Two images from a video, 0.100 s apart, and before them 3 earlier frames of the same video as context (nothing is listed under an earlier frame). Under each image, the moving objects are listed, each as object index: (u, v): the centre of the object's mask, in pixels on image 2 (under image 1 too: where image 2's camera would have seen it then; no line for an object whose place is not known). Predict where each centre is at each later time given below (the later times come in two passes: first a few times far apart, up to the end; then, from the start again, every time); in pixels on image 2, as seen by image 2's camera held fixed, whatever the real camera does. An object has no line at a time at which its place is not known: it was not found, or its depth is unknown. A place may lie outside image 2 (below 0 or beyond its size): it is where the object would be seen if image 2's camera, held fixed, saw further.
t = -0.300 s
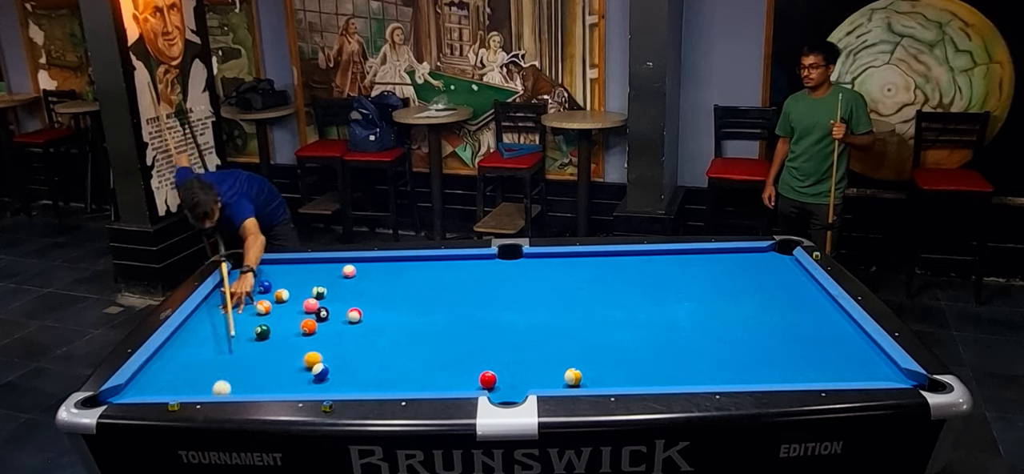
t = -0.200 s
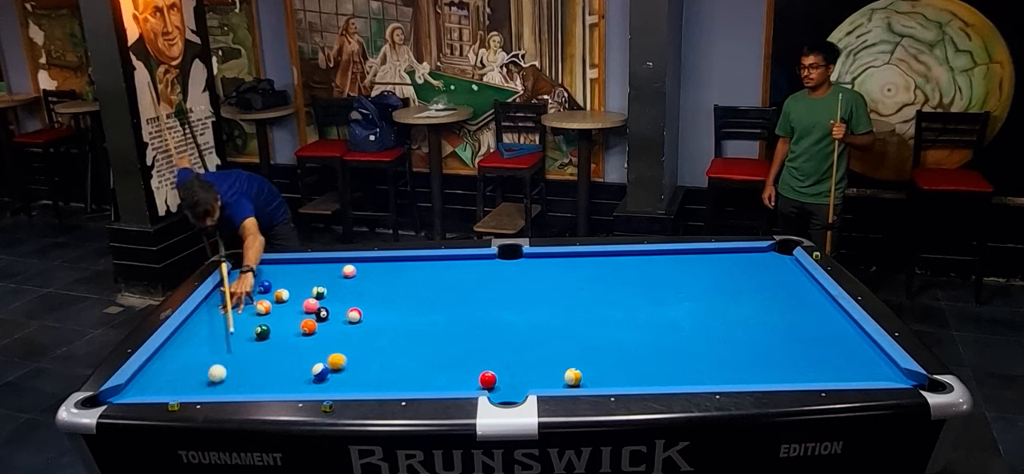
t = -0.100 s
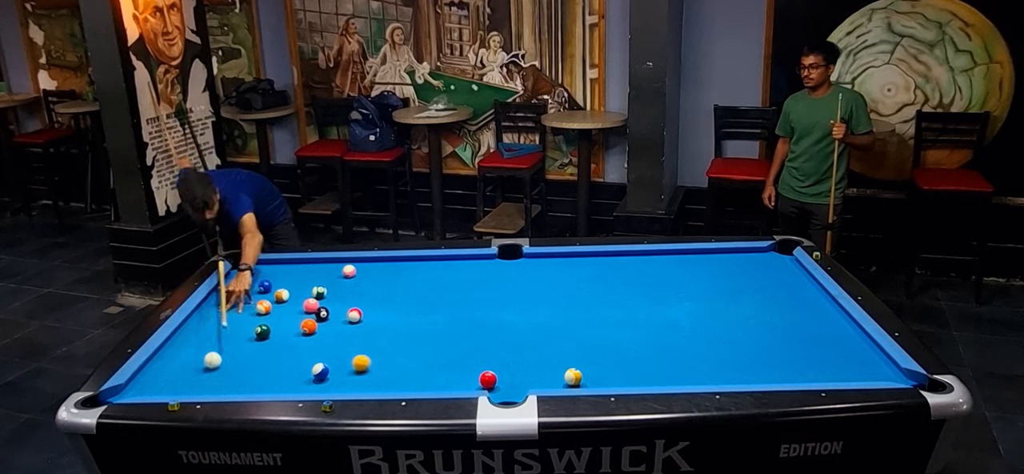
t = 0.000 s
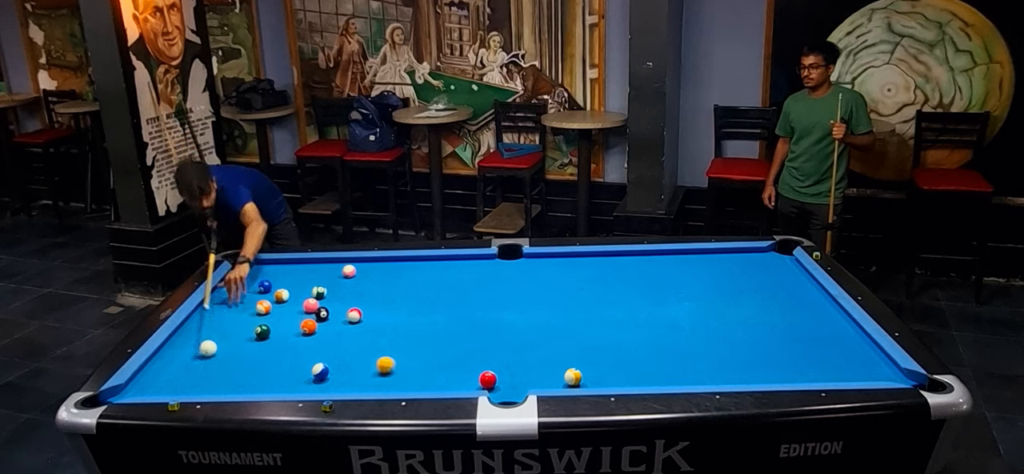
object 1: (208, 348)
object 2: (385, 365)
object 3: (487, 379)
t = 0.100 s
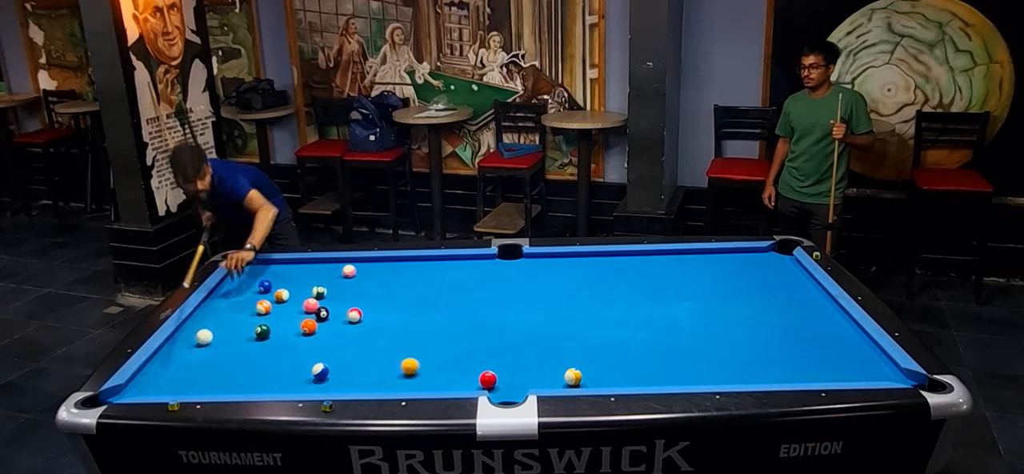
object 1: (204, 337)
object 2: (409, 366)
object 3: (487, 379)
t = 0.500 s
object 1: (216, 302)
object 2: (505, 370)
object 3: (489, 381)
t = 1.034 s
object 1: (271, 273)
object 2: (622, 364)
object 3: (496, 391)
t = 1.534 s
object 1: (305, 267)
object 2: (721, 360)
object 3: (498, 392)
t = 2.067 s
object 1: (330, 281)
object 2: (819, 355)
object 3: (498, 392)
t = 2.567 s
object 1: (354, 293)
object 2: (861, 353)
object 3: (498, 392)
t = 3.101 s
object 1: (379, 305)
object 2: (810, 354)
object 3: (498, 392)
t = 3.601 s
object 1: (400, 315)
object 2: (770, 355)
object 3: (498, 392)
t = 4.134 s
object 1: (421, 325)
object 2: (737, 356)
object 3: (498, 392)
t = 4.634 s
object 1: (438, 334)
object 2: (713, 358)
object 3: (498, 392)
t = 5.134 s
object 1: (451, 340)
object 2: (696, 358)
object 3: (498, 392)
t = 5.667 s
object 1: (460, 345)
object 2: (687, 357)
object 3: (498, 392)
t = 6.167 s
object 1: (465, 347)
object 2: (686, 357)
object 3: (498, 392)
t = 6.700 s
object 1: (465, 349)
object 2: (686, 357)
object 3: (498, 393)
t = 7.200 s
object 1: (465, 349)
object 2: (686, 356)
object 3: (498, 392)
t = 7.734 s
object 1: (465, 349)
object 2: (685, 356)
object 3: (498, 392)
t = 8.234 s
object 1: (465, 349)
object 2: (685, 356)
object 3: (498, 392)
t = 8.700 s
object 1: (465, 349)
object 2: (685, 356)
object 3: (498, 392)
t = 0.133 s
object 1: (202, 333)
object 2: (417, 367)
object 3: (488, 379)
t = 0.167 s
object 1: (201, 330)
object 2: (425, 367)
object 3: (487, 379)
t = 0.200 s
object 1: (200, 327)
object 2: (434, 368)
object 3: (487, 379)
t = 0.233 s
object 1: (199, 323)
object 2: (442, 368)
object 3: (488, 379)
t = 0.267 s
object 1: (198, 320)
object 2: (450, 369)
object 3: (488, 379)
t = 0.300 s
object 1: (197, 317)
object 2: (458, 369)
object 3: (488, 379)
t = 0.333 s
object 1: (196, 313)
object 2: (466, 370)
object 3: (488, 379)
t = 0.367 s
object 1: (200, 311)
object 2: (474, 370)
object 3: (488, 379)
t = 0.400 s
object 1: (204, 309)
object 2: (481, 369)
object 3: (488, 380)
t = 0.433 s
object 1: (208, 307)
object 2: (490, 367)
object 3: (488, 380)
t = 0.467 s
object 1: (212, 305)
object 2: (498, 369)
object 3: (488, 381)
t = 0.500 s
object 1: (216, 302)
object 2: (505, 370)
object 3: (489, 381)
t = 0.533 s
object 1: (220, 300)
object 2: (513, 370)
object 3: (489, 382)
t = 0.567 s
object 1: (224, 298)
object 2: (520, 369)
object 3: (489, 383)
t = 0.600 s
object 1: (227, 296)
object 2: (528, 369)
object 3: (490, 384)
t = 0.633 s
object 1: (231, 294)
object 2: (535, 369)
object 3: (491, 385)
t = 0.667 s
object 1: (235, 292)
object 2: (543, 368)
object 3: (491, 386)
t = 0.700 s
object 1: (238, 290)
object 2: (550, 368)
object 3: (492, 386)
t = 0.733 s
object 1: (242, 288)
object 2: (557, 367)
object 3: (492, 386)
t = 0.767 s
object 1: (245, 287)
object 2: (564, 366)
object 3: (492, 387)
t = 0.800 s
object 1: (248, 285)
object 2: (572, 364)
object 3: (492, 388)
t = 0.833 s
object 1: (252, 283)
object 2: (580, 365)
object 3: (493, 388)
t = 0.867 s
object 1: (255, 281)
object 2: (587, 366)
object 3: (494, 389)
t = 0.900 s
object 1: (258, 278)
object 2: (593, 366)
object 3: (494, 389)
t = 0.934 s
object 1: (261, 276)
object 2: (601, 365)
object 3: (494, 389)
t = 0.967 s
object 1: (265, 275)
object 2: (608, 365)
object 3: (495, 390)
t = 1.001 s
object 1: (268, 274)
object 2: (615, 365)
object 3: (496, 391)
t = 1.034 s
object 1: (271, 273)
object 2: (622, 364)
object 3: (496, 391)
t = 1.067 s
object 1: (274, 271)
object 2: (629, 364)
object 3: (496, 391)
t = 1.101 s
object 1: (277, 269)
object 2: (635, 364)
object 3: (497, 391)
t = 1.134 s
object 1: (280, 268)
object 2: (642, 363)
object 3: (497, 391)
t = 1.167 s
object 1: (283, 266)
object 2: (649, 363)
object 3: (497, 391)
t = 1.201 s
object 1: (286, 265)
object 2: (656, 363)
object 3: (497, 391)
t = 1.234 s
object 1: (289, 263)
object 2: (663, 362)
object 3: (498, 391)
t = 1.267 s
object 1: (291, 262)
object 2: (669, 362)
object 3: (498, 392)
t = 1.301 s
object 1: (293, 262)
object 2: (676, 362)
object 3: (498, 392)
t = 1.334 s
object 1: (295, 262)
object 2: (683, 361)
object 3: (498, 392)
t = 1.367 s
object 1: (297, 263)
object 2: (689, 361)
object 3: (498, 392)
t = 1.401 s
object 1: (298, 264)
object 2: (696, 361)
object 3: (498, 393)
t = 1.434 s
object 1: (300, 265)
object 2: (702, 360)
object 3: (498, 393)
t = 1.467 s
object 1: (301, 266)
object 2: (709, 360)
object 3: (498, 393)
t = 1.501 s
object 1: (303, 267)
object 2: (715, 360)
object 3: (498, 393)
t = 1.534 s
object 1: (305, 267)
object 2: (721, 360)
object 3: (498, 392)
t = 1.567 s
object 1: (306, 268)
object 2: (728, 360)
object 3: (498, 393)
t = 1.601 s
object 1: (308, 269)
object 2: (734, 359)
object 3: (498, 392)
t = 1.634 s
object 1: (309, 270)
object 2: (740, 359)
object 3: (498, 392)
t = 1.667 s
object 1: (311, 271)
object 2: (747, 359)
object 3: (498, 392)
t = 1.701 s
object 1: (312, 272)
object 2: (753, 358)
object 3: (498, 392)
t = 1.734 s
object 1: (314, 273)
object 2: (759, 358)
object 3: (498, 392)
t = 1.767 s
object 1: (316, 273)
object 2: (765, 358)
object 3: (498, 392)
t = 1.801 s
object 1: (317, 274)
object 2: (771, 357)
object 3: (498, 392)
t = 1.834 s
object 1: (319, 275)
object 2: (777, 357)
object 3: (498, 392)
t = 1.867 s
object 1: (320, 276)
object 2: (784, 357)
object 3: (498, 392)
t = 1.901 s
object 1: (322, 277)
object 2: (789, 357)
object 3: (498, 392)
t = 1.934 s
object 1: (324, 277)
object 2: (795, 356)
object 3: (498, 392)
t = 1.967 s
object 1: (325, 278)
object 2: (801, 356)
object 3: (498, 392)
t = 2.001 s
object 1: (327, 279)
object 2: (807, 356)
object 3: (498, 392)
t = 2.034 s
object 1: (329, 280)
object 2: (813, 355)
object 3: (498, 392)
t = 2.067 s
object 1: (330, 281)
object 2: (819, 355)
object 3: (498, 392)
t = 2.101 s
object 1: (331, 281)
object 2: (824, 355)
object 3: (498, 392)
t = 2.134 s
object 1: (333, 282)
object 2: (830, 355)
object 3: (498, 392)
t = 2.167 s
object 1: (335, 283)
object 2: (835, 354)
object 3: (498, 392)
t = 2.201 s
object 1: (336, 284)
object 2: (841, 354)
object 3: (498, 392)
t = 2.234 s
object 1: (338, 285)
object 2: (847, 354)
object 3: (498, 392)
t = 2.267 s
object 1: (339, 286)
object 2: (852, 353)
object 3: (498, 392)
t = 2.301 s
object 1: (341, 286)
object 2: (858, 353)
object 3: (498, 392)
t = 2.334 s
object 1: (343, 287)
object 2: (863, 353)
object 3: (498, 392)
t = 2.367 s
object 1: (344, 288)
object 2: (869, 353)
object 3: (498, 392)
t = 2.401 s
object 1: (346, 289)
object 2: (874, 352)
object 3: (498, 392)
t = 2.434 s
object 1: (347, 290)
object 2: (875, 352)
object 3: (498, 392)
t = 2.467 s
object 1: (349, 290)
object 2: (871, 352)
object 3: (498, 392)
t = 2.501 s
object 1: (350, 291)
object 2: (868, 352)
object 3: (498, 392)
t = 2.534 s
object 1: (352, 292)
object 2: (864, 352)
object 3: (498, 392)
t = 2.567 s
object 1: (354, 293)
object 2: (861, 353)
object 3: (498, 392)
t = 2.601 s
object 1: (355, 293)
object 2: (857, 353)
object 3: (498, 392)
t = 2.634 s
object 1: (357, 294)
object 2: (854, 353)
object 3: (498, 392)
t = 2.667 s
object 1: (359, 295)
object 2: (851, 353)
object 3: (498, 392)
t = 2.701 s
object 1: (360, 296)
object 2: (847, 353)
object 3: (498, 392)
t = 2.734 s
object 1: (362, 297)
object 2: (844, 353)
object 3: (498, 392)
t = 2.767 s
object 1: (363, 297)
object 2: (841, 353)
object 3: (498, 392)
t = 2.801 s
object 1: (365, 298)
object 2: (838, 353)
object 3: (498, 392)
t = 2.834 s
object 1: (366, 299)
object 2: (834, 353)
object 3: (498, 392)
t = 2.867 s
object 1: (368, 300)
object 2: (831, 353)
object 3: (498, 392)
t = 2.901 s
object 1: (369, 300)
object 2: (828, 353)
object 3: (498, 392)
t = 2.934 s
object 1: (371, 301)
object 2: (825, 353)
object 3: (498, 392)
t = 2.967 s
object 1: (372, 302)
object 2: (822, 354)
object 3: (498, 392)
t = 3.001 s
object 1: (374, 303)
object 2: (819, 354)
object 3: (498, 392)
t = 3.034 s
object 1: (375, 303)
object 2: (816, 354)
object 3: (498, 392)
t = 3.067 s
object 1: (377, 304)
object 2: (813, 354)
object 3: (498, 392)
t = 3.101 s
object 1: (379, 305)
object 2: (810, 354)
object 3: (498, 392)
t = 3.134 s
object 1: (380, 306)
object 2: (807, 354)
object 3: (498, 392)
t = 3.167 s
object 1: (382, 306)
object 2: (804, 354)
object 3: (498, 392)
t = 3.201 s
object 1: (383, 307)
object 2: (802, 354)
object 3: (498, 392)
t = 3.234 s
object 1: (385, 308)
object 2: (799, 354)
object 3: (498, 392)
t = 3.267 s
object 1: (386, 308)
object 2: (796, 354)
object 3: (498, 392)
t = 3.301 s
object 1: (388, 309)
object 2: (793, 354)
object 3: (498, 392)
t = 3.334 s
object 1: (389, 310)
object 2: (790, 354)
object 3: (498, 392)
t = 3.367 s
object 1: (391, 311)
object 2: (788, 354)
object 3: (498, 392)
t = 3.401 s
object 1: (392, 311)
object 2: (785, 354)
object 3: (498, 392)
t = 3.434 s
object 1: (394, 312)
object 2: (783, 355)
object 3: (498, 392)
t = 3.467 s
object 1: (395, 313)
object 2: (780, 355)
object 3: (498, 392)
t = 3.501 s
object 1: (396, 313)
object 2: (778, 355)
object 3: (498, 392)
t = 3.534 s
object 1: (398, 314)
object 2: (775, 355)
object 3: (498, 392)
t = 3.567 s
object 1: (399, 315)
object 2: (773, 355)
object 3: (498, 392)
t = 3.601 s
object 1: (400, 315)
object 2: (770, 355)
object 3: (498, 392)
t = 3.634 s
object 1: (402, 316)
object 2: (768, 355)
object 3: (498, 392)
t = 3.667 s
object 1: (403, 317)
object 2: (766, 355)
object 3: (498, 392)
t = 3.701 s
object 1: (405, 317)
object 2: (763, 355)
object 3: (498, 392)
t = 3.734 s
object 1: (406, 318)
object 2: (761, 355)
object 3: (498, 392)
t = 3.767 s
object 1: (407, 319)
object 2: (759, 355)
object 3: (498, 392)
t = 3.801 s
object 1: (409, 319)
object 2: (757, 355)
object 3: (498, 392)
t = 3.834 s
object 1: (410, 320)
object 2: (754, 355)
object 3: (498, 392)
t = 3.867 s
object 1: (411, 321)
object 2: (752, 355)
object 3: (498, 392)
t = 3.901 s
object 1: (413, 321)
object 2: (750, 355)
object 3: (498, 392)
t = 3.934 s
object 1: (414, 322)
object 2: (748, 356)
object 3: (498, 392)
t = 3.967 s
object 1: (415, 322)
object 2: (746, 356)
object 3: (498, 392)
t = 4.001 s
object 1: (416, 323)
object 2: (744, 356)
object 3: (498, 392)
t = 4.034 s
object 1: (417, 324)
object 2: (742, 356)
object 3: (498, 392)
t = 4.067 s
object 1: (419, 324)
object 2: (741, 356)
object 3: (498, 392)
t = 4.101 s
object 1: (420, 325)
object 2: (739, 356)
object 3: (498, 392)
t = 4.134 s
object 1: (421, 325)
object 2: (737, 356)
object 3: (498, 392)
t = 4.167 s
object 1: (422, 326)
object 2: (735, 356)
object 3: (498, 392)
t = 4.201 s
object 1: (424, 327)
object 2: (733, 356)
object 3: (498, 392)
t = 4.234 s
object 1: (425, 327)
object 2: (731, 357)
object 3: (498, 392)
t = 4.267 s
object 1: (426, 328)
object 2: (730, 357)
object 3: (498, 392)
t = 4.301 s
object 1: (427, 328)
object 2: (728, 357)
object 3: (498, 392)
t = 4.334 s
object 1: (428, 329)
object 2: (726, 357)
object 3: (498, 392)
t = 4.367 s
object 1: (429, 330)
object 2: (725, 357)
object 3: (498, 392)
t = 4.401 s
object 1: (430, 330)
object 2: (723, 357)
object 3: (498, 392)
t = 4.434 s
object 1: (431, 331)
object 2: (722, 357)
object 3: (498, 392)
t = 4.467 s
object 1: (433, 331)
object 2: (720, 357)
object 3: (498, 392)
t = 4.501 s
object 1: (434, 332)
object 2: (718, 357)
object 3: (498, 392)
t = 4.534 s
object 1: (435, 332)
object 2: (717, 357)
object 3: (498, 392)
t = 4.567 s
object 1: (436, 332)
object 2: (716, 357)
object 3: (498, 392)
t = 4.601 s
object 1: (437, 333)
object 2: (714, 358)
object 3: (498, 392)
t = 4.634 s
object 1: (438, 334)
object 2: (713, 358)
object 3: (498, 392)
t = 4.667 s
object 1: (439, 334)
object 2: (712, 358)
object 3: (498, 392)
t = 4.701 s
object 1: (440, 334)
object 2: (710, 358)
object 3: (498, 392)
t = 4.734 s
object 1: (441, 335)
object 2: (709, 358)
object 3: (498, 392)
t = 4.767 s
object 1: (442, 335)
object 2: (708, 358)
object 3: (498, 392)
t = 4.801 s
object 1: (442, 336)
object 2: (707, 358)
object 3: (498, 392)
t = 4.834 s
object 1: (443, 336)
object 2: (705, 358)
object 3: (498, 392)
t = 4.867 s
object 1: (444, 337)
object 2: (704, 358)
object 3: (498, 392)
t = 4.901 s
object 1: (445, 337)
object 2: (703, 358)
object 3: (498, 392)
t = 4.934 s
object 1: (446, 337)
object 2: (702, 358)
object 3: (498, 392)
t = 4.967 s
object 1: (447, 338)
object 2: (701, 358)
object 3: (498, 392)
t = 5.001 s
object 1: (448, 338)
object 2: (700, 358)
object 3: (498, 392)
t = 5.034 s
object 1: (449, 339)
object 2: (699, 358)
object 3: (498, 392)
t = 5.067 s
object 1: (449, 339)
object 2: (698, 358)
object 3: (498, 392)
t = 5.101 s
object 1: (450, 339)
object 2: (697, 358)
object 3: (498, 392)
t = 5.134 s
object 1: (451, 340)
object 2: (696, 358)
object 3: (498, 392)
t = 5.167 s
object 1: (452, 340)
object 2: (696, 358)
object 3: (498, 392)
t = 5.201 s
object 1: (453, 341)
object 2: (695, 358)
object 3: (498, 392)
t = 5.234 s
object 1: (453, 341)
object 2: (694, 358)
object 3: (498, 392)
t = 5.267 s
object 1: (454, 341)
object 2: (693, 358)
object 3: (498, 392)
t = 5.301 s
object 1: (455, 341)
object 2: (693, 358)
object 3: (498, 392)
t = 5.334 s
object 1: (455, 342)
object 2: (692, 358)
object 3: (498, 392)
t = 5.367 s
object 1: (456, 342)
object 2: (691, 358)
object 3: (498, 392)
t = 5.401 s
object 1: (456, 343)
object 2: (691, 358)
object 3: (498, 392)
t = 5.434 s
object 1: (457, 343)
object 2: (690, 358)
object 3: (498, 392)
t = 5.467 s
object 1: (457, 343)
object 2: (690, 358)
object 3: (498, 392)
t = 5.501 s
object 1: (458, 344)
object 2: (689, 358)
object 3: (498, 392)
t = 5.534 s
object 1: (459, 344)
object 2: (689, 358)
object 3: (498, 392)
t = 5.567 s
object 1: (459, 344)
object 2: (688, 358)
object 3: (498, 392)
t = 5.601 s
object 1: (459, 344)
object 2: (688, 358)
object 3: (498, 392)
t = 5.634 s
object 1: (460, 345)
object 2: (688, 357)
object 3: (498, 392)
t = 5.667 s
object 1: (460, 345)
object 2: (687, 357)
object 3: (498, 392)
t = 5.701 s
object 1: (461, 345)
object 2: (687, 358)
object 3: (498, 392)
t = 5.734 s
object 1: (461, 345)
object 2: (687, 358)
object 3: (498, 392)
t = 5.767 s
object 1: (462, 346)
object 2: (687, 357)
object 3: (498, 392)
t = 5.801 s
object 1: (462, 346)
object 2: (686, 357)
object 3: (498, 392)
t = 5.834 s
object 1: (463, 346)
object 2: (686, 357)
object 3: (498, 392)
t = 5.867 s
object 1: (463, 346)
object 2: (686, 357)
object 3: (498, 392)
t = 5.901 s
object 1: (463, 346)
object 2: (686, 357)
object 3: (498, 392)
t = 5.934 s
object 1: (464, 346)
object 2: (686, 357)
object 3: (498, 392)
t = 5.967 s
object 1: (464, 347)
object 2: (686, 357)
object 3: (498, 392)
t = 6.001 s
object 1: (464, 347)
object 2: (686, 357)
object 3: (498, 392)
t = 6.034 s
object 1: (465, 347)
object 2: (686, 357)
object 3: (498, 392)
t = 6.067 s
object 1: (465, 347)
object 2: (686, 357)
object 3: (498, 392)
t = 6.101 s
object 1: (465, 347)
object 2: (686, 357)
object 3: (498, 392)
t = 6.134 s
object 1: (465, 347)
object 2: (686, 357)
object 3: (498, 392)
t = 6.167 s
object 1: (465, 347)
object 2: (686, 357)
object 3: (498, 392)
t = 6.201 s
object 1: (465, 348)
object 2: (686, 357)
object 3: (498, 392)
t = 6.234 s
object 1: (465, 348)
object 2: (686, 357)
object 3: (498, 392)
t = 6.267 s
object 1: (465, 348)
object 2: (686, 357)
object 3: (498, 392)
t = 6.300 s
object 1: (465, 348)
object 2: (686, 357)
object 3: (498, 392)
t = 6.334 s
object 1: (465, 348)
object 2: (686, 357)
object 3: (498, 392)
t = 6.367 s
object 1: (465, 348)
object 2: (686, 357)
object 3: (498, 392)
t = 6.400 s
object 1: (465, 348)
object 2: (686, 357)
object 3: (498, 392)
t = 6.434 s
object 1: (465, 348)
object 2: (686, 357)
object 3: (498, 392)
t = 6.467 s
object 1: (465, 348)
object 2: (686, 357)
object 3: (498, 392)
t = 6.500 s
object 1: (465, 348)
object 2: (686, 357)
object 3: (498, 392)
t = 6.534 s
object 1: (465, 348)
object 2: (686, 357)
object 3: (498, 392)
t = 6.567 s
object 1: (465, 348)
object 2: (686, 357)
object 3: (498, 392)
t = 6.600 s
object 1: (465, 348)
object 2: (686, 357)
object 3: (498, 392)
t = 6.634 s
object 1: (465, 348)
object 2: (686, 357)
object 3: (498, 392)
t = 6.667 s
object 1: (465, 349)
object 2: (686, 357)
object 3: (498, 392)
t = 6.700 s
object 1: (465, 349)
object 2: (686, 357)
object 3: (498, 393)
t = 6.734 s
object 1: (465, 349)
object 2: (686, 357)
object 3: (498, 392)
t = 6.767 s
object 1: (465, 349)
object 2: (686, 357)
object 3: (498, 392)
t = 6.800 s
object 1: (465, 349)
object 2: (686, 356)
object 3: (498, 392)
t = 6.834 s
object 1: (465, 349)
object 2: (686, 356)
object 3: (498, 392)
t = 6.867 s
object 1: (465, 349)
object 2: (686, 356)
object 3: (498, 392)
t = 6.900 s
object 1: (465, 349)
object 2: (686, 356)
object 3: (498, 392)
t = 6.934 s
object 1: (465, 349)
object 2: (686, 356)
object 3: (498, 392)
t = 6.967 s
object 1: (465, 349)
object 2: (686, 356)
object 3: (498, 392)
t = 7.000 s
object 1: (465, 349)
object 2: (686, 356)
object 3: (498, 392)
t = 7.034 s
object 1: (465, 349)
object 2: (686, 356)
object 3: (498, 392)
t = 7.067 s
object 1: (465, 349)
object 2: (686, 356)
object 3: (498, 392)
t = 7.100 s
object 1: (465, 349)
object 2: (685, 357)
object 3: (498, 392)
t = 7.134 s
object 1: (465, 349)
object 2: (686, 356)
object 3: (498, 392)
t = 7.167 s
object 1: (465, 349)
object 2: (685, 356)
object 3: (498, 392)
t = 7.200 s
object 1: (465, 349)
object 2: (686, 356)
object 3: (498, 392)
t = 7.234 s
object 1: (465, 349)
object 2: (685, 356)
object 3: (498, 392)
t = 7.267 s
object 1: (465, 349)
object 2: (685, 356)
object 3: (498, 392)
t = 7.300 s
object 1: (465, 349)
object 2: (685, 356)
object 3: (498, 392)
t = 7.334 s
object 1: (465, 349)
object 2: (685, 356)
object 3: (498, 392)
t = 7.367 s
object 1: (465, 349)
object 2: (685, 356)
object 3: (498, 392)
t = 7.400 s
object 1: (465, 349)
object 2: (685, 356)
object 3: (498, 392)
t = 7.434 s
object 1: (465, 349)
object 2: (685, 356)
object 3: (498, 392)
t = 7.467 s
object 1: (465, 349)
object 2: (685, 356)
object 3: (498, 392)
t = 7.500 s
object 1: (465, 349)
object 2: (685, 356)
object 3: (498, 392)
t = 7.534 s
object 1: (465, 349)
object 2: (685, 356)
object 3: (498, 392)
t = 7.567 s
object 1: (465, 349)
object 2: (685, 356)
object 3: (498, 392)
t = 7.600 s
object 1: (465, 349)
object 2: (685, 356)
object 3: (498, 392)
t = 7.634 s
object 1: (465, 349)
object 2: (685, 356)
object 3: (498, 392)
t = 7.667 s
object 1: (465, 349)
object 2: (685, 356)
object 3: (498, 392)
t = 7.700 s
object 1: (465, 349)
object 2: (685, 356)
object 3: (498, 392)
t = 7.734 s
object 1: (465, 349)
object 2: (685, 356)
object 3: (498, 392)
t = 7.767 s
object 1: (465, 349)
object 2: (685, 356)
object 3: (498, 392)
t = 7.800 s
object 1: (465, 349)
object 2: (685, 356)
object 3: (498, 392)
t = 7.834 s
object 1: (465, 349)
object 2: (685, 356)
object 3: (498, 392)
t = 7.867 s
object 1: (465, 349)
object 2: (685, 356)
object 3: (498, 392)
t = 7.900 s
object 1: (465, 349)
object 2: (685, 356)
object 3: (498, 392)
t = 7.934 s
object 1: (465, 349)
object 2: (685, 356)
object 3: (498, 392)
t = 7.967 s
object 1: (465, 349)
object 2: (685, 356)
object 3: (498, 392)
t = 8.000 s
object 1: (465, 349)
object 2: (685, 356)
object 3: (498, 392)
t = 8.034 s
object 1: (465, 349)
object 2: (685, 356)
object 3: (498, 392)
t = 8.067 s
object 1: (465, 349)
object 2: (685, 356)
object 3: (498, 392)
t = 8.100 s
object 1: (465, 349)
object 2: (685, 356)
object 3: (498, 392)
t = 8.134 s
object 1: (465, 349)
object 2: (685, 356)
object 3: (498, 392)
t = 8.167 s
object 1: (465, 349)
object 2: (685, 356)
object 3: (498, 392)
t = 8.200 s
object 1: (465, 349)
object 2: (685, 356)
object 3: (498, 392)
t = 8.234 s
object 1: (465, 349)
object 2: (685, 356)
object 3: (498, 392)
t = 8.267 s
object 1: (465, 349)
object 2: (685, 356)
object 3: (498, 392)
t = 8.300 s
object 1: (465, 349)
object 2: (685, 356)
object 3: (498, 392)
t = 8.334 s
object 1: (465, 349)
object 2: (686, 356)
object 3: (498, 392)
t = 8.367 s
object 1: (465, 349)
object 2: (686, 356)
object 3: (498, 392)
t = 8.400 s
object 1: (465, 349)
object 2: (685, 356)
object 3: (498, 392)
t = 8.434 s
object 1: (465, 349)
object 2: (685, 356)
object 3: (498, 392)
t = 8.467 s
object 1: (465, 349)
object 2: (685, 356)
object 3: (498, 392)
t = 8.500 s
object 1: (465, 349)
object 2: (685, 357)
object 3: (498, 392)
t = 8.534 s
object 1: (465, 349)
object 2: (686, 356)
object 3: (498, 392)
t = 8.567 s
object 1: (465, 349)
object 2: (685, 357)
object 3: (498, 392)
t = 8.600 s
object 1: (465, 349)
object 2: (685, 356)
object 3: (498, 392)
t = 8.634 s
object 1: (465, 349)
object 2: (686, 356)
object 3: (498, 392)
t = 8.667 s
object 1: (465, 349)
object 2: (685, 356)
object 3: (498, 392)
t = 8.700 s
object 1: (465, 349)
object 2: (685, 356)
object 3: (498, 392)
